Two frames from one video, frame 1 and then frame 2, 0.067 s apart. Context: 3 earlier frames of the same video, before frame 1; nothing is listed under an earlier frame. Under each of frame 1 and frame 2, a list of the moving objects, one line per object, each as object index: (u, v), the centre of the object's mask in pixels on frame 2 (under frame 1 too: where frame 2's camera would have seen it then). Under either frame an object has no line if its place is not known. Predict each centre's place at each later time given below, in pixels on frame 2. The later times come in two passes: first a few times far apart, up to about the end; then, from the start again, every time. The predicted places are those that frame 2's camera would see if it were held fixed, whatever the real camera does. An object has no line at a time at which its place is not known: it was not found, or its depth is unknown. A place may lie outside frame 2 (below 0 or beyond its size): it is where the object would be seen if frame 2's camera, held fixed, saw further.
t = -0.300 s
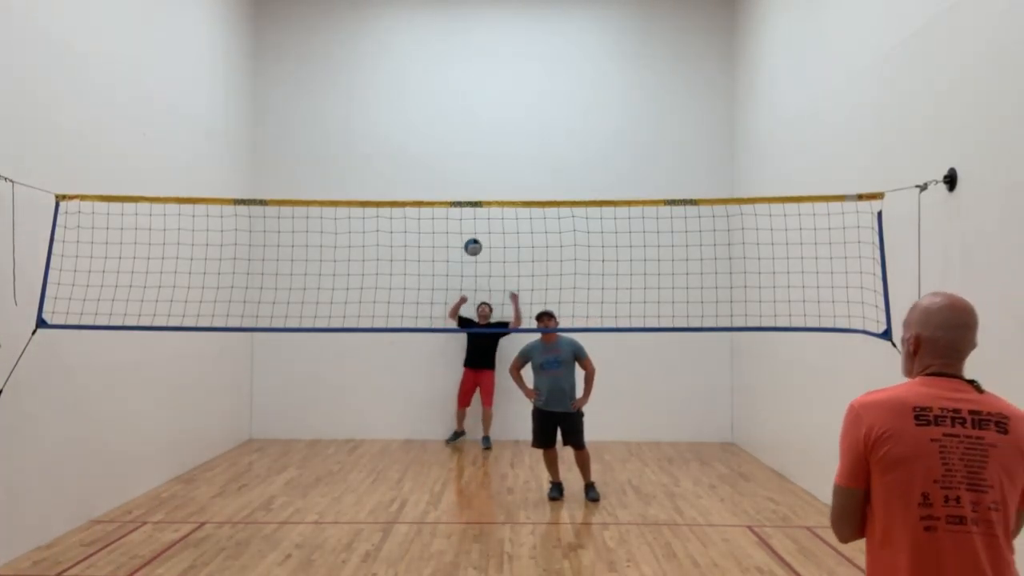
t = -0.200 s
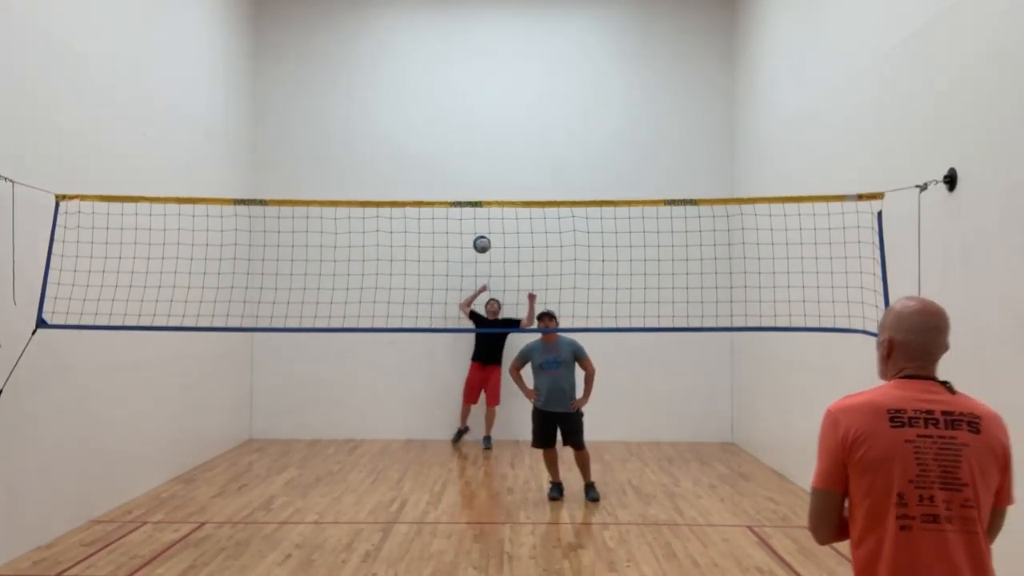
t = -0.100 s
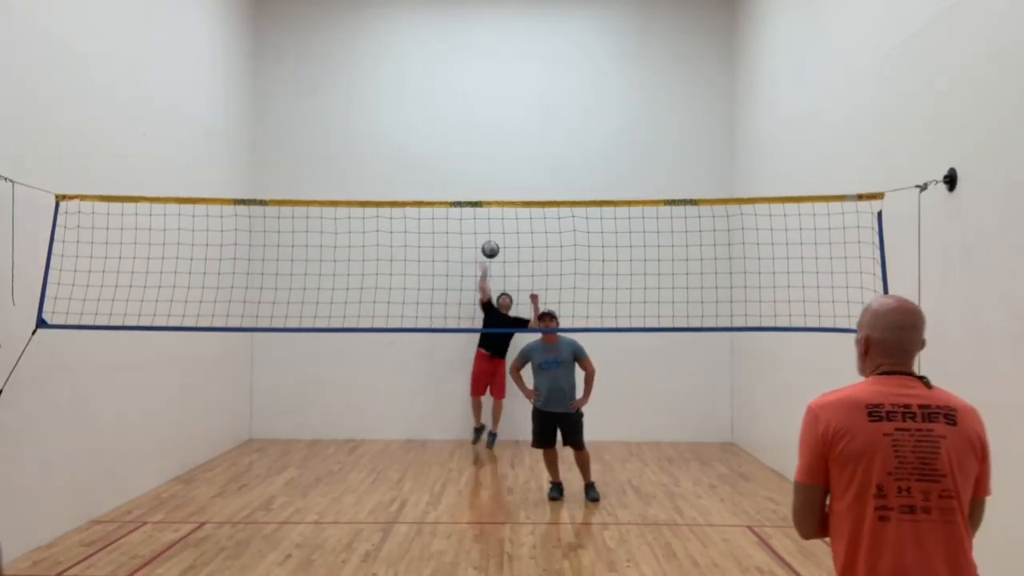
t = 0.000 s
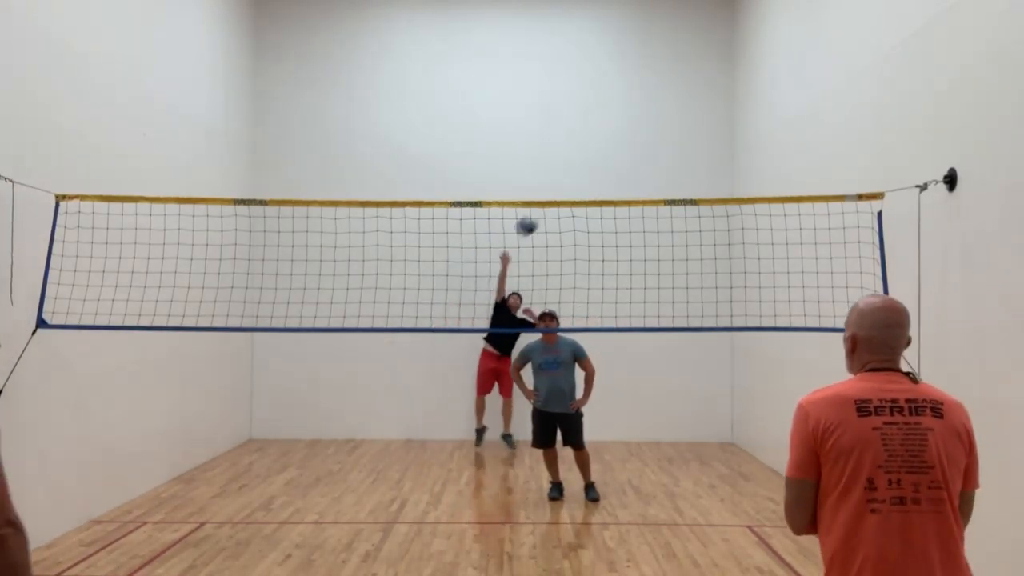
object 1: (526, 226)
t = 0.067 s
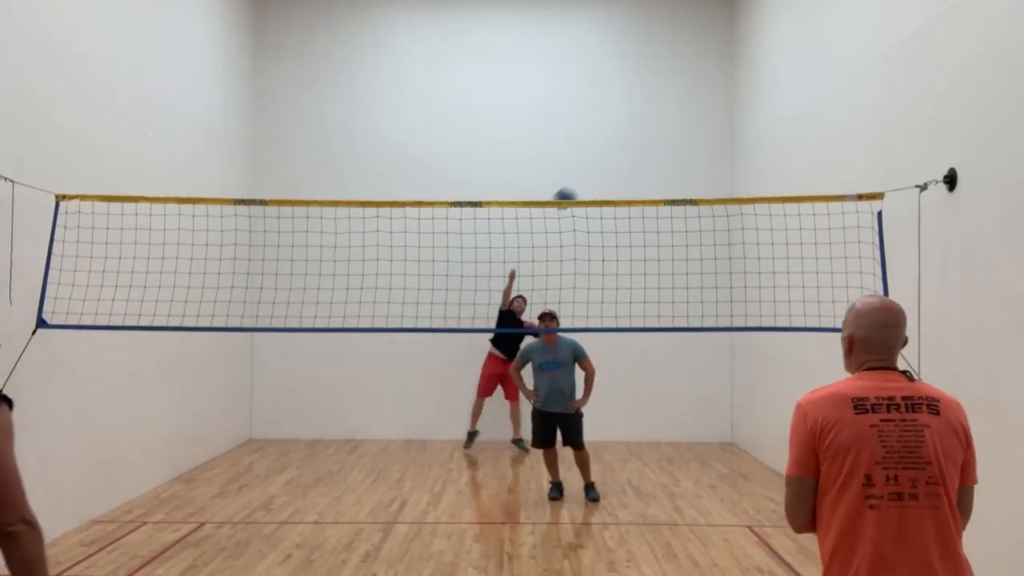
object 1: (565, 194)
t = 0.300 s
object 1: (736, 102)
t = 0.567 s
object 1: (986, 16)
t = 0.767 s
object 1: (932, 28)
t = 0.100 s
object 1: (585, 184)
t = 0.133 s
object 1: (607, 171)
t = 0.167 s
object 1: (630, 157)
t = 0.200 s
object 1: (654, 143)
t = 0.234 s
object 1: (680, 129)
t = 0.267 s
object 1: (706, 116)
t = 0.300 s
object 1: (736, 102)
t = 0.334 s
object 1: (769, 87)
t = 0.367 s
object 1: (805, 73)
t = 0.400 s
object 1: (842, 60)
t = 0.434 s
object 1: (884, 48)
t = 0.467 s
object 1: (929, 37)
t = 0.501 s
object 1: (982, 26)
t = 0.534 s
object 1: (995, 19)
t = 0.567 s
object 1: (986, 16)
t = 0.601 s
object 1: (979, 14)
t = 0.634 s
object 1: (970, 14)
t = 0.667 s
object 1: (960, 15)
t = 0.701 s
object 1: (951, 17)
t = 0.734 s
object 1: (942, 21)
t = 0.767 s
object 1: (932, 28)
